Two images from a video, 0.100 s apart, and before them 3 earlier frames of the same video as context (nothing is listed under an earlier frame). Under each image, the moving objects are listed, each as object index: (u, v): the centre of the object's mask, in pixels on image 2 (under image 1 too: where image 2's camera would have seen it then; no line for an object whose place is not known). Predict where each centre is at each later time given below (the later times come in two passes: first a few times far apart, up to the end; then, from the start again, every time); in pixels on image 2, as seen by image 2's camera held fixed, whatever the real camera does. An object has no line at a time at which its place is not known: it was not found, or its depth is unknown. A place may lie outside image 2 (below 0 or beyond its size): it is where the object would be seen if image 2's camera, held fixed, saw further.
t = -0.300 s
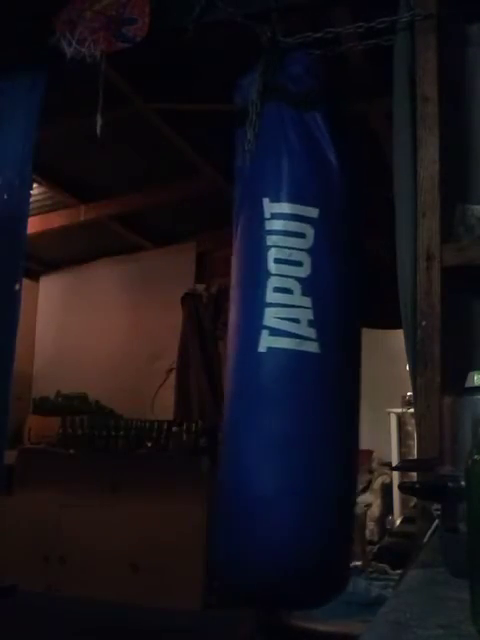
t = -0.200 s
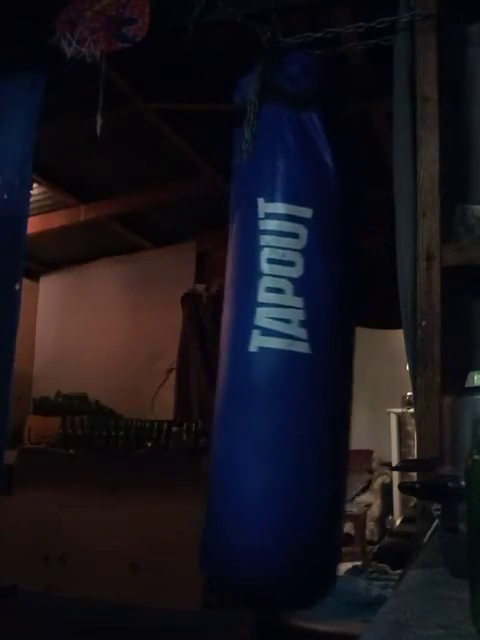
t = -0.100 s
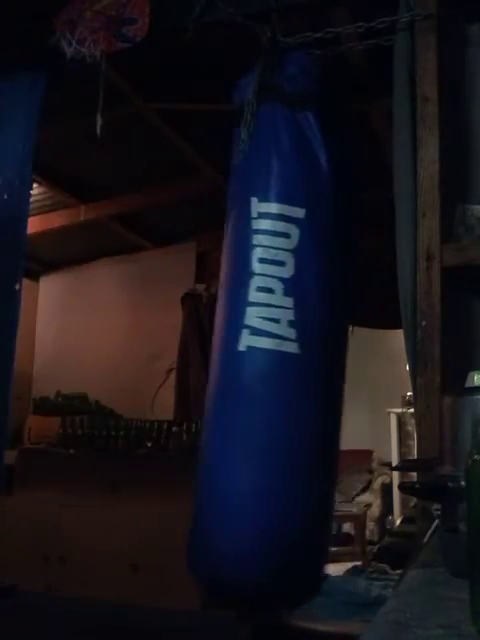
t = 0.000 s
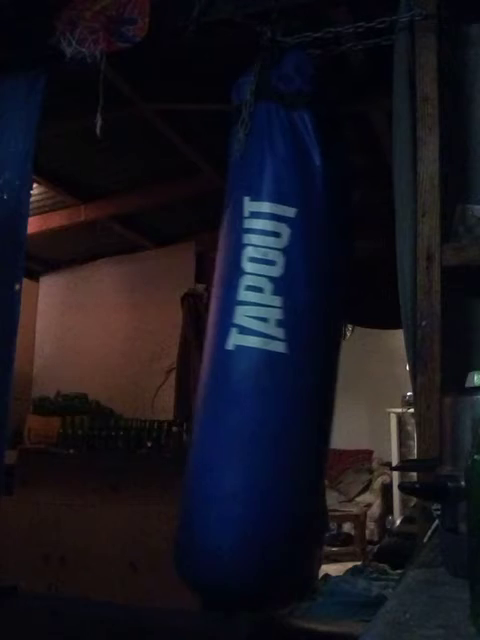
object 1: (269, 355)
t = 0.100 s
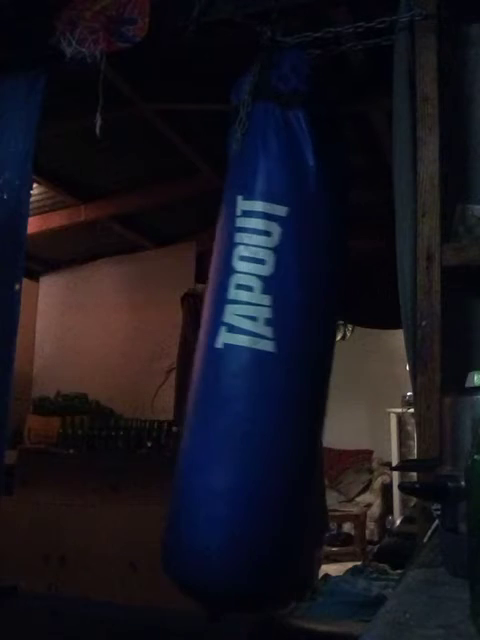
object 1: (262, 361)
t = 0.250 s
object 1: (256, 368)
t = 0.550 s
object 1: (257, 367)
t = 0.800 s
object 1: (270, 358)
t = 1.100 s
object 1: (290, 359)
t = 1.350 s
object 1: (296, 360)
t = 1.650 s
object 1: (288, 354)
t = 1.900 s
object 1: (273, 354)
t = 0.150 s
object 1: (260, 364)
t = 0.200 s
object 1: (258, 366)
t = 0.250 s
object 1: (256, 368)
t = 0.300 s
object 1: (256, 368)
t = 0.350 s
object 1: (255, 367)
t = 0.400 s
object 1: (255, 368)
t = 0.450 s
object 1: (255, 367)
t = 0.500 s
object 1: (256, 367)
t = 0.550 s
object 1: (257, 367)
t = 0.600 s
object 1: (258, 366)
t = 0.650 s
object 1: (260, 365)
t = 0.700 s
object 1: (263, 363)
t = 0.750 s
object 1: (267, 360)
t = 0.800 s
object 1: (270, 358)
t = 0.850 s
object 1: (273, 358)
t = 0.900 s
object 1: (277, 360)
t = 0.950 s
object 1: (281, 359)
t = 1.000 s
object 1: (284, 359)
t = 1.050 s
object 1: (288, 359)
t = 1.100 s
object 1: (290, 359)
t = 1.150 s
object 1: (292, 359)
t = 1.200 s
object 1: (294, 358)
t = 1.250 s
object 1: (295, 359)
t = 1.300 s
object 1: (296, 359)
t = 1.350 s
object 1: (296, 360)
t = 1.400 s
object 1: (296, 359)
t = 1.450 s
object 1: (295, 359)
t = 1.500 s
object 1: (294, 357)
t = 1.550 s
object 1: (293, 355)
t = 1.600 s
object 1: (291, 355)
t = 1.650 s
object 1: (288, 354)
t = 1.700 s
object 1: (286, 354)
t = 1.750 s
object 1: (283, 354)
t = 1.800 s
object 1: (279, 354)
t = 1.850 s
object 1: (276, 354)
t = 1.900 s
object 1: (273, 354)
